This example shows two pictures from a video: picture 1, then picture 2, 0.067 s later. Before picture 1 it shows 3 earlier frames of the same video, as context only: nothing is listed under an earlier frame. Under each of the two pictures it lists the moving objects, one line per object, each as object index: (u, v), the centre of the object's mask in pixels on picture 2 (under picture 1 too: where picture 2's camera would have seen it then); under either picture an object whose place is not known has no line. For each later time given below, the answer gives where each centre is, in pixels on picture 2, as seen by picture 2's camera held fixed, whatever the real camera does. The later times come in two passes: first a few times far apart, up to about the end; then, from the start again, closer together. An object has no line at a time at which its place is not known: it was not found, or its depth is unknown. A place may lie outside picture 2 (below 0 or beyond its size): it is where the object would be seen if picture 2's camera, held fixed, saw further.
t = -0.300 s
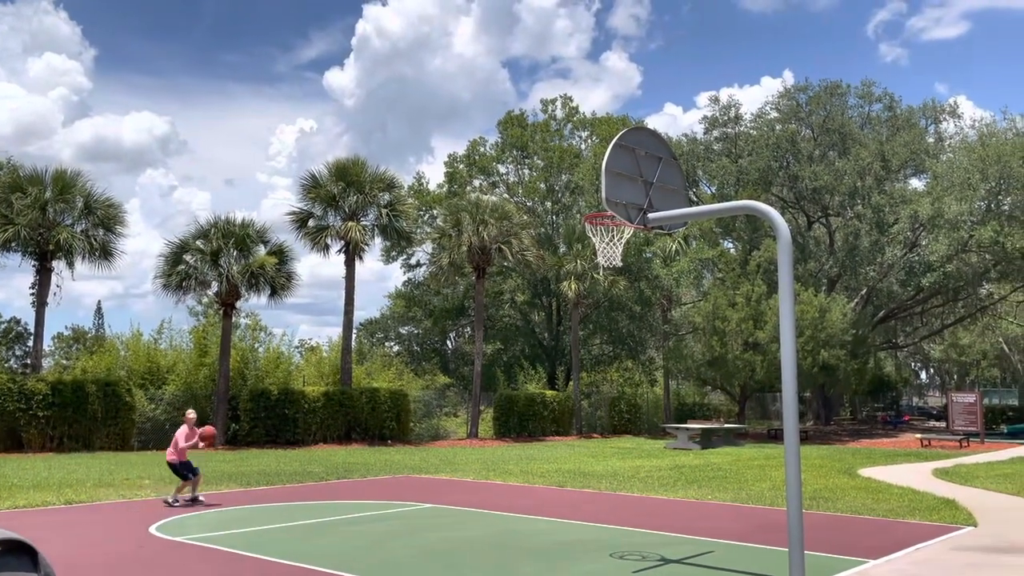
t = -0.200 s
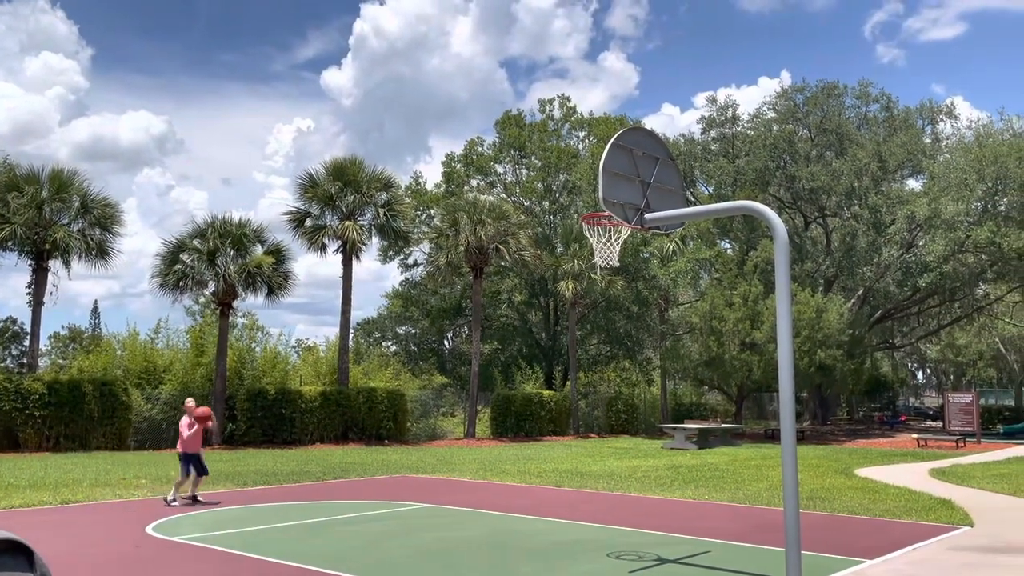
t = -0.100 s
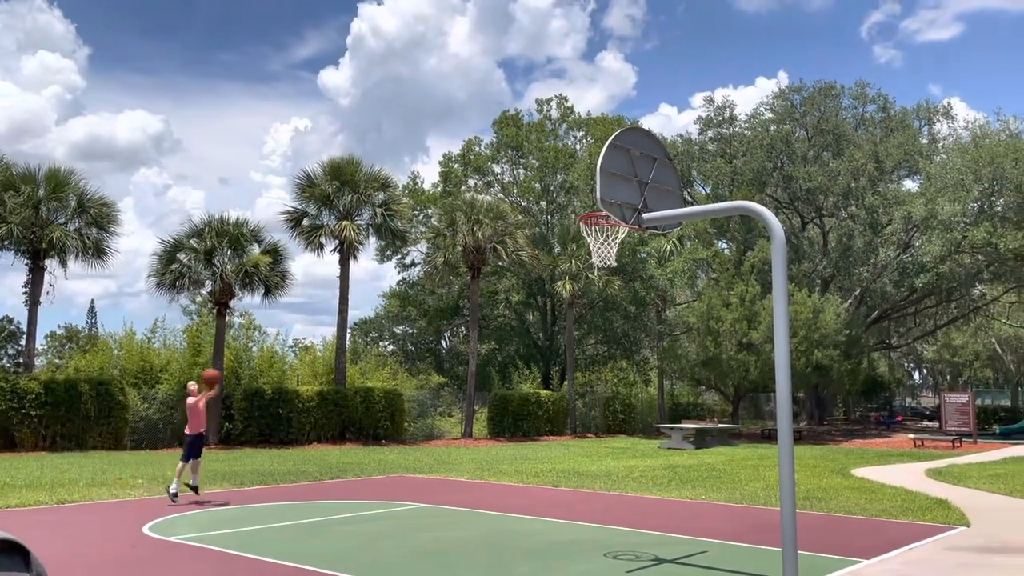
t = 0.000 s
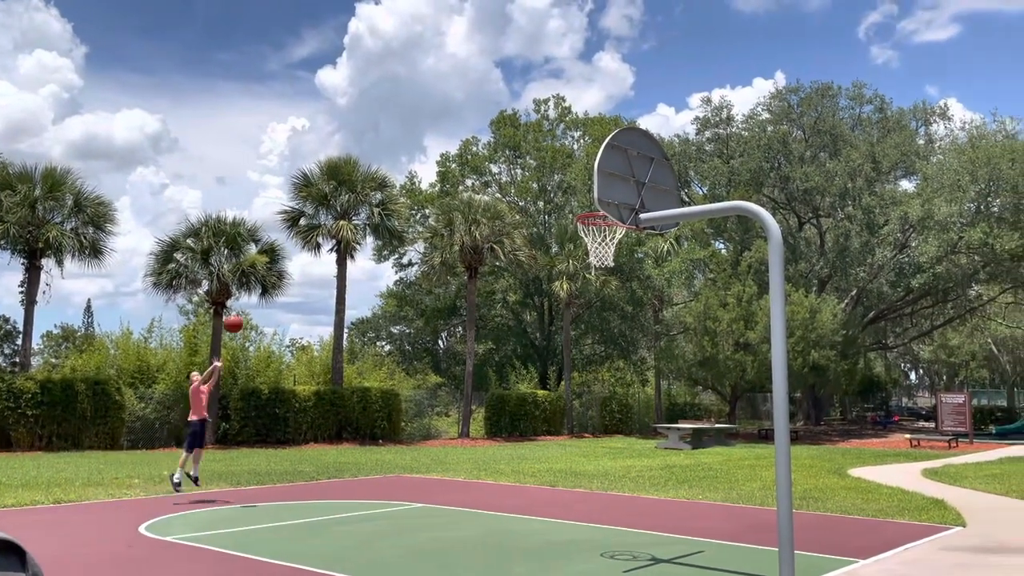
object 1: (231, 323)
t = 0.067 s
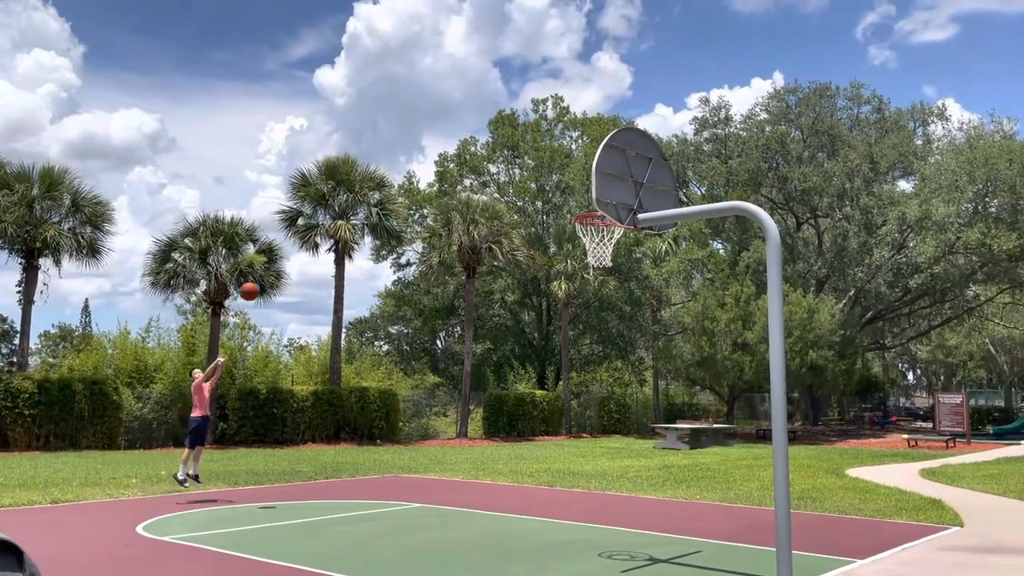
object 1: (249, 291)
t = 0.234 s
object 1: (295, 223)
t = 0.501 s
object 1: (375, 150)
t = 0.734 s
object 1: (452, 130)
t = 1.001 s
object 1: (555, 167)
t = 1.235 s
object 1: (580, 230)
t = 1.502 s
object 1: (603, 252)
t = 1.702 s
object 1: (611, 281)
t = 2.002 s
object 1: (625, 405)
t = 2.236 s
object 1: (638, 539)
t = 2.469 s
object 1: (647, 413)
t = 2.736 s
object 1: (659, 347)
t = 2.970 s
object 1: (670, 353)
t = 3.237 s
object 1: (683, 432)
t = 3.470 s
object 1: (696, 540)
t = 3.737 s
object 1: (701, 429)
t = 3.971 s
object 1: (707, 398)
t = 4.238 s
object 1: (722, 437)
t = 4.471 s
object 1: (733, 535)
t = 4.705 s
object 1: (742, 472)
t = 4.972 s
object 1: (753, 439)
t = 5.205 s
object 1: (762, 474)
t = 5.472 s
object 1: (770, 523)
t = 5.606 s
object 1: (776, 485)
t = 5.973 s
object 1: (799, 483)
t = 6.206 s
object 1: (803, 541)
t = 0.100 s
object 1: (258, 276)
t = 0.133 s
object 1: (267, 261)
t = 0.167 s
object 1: (276, 247)
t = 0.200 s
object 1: (286, 235)
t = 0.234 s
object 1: (295, 223)
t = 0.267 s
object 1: (305, 211)
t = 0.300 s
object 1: (314, 200)
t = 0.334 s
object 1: (325, 190)
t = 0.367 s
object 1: (333, 181)
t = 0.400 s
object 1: (344, 172)
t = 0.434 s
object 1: (354, 164)
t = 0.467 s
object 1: (365, 157)
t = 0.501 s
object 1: (375, 150)
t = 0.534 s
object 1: (385, 145)
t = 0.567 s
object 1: (396, 140)
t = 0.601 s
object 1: (407, 137)
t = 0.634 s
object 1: (417, 134)
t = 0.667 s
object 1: (429, 131)
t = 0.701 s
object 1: (440, 130)
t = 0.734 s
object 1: (452, 130)
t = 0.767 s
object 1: (464, 131)
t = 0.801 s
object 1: (476, 133)
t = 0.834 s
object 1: (488, 135)
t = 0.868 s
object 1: (501, 140)
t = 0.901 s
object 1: (514, 145)
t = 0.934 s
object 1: (527, 150)
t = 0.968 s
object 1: (541, 157)
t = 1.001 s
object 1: (555, 167)
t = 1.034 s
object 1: (568, 177)
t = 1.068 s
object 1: (581, 188)
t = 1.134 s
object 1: (606, 226)
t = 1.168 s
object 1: (592, 232)
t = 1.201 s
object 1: (582, 230)
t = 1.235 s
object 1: (580, 230)
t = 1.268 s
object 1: (583, 231)
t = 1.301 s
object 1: (586, 233)
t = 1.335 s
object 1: (588, 235)
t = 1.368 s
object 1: (592, 238)
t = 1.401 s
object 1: (595, 242)
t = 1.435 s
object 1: (597, 245)
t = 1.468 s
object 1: (601, 248)
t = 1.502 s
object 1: (603, 252)
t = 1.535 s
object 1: (604, 254)
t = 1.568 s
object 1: (605, 257)
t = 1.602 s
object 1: (606, 261)
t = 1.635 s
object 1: (609, 269)
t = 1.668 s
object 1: (610, 275)
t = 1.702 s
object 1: (611, 281)
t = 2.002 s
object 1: (625, 405)
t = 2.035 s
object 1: (626, 425)
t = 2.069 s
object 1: (628, 447)
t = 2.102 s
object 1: (630, 469)
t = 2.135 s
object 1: (633, 493)
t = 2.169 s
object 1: (634, 518)
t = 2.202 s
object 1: (636, 545)
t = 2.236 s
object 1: (638, 539)
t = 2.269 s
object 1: (639, 517)
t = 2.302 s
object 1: (641, 496)
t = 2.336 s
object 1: (642, 477)
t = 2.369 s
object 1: (644, 459)
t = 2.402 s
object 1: (644, 441)
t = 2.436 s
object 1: (645, 426)
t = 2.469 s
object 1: (647, 413)
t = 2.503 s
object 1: (648, 401)
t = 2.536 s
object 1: (649, 389)
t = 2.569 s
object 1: (651, 379)
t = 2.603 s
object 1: (653, 371)
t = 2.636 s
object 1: (654, 363)
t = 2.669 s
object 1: (655, 356)
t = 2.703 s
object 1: (658, 351)
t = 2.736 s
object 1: (659, 347)
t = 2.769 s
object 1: (660, 344)
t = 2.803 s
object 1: (661, 344)
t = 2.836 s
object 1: (663, 343)
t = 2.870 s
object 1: (664, 344)
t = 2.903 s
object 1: (666, 346)
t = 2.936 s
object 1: (668, 349)
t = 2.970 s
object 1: (670, 353)
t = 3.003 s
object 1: (672, 359)
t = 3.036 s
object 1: (674, 366)
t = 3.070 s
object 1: (675, 373)
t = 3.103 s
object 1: (677, 383)
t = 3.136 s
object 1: (678, 393)
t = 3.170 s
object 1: (680, 405)
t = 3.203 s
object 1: (681, 417)
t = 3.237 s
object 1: (683, 432)
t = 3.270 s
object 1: (686, 448)
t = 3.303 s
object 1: (688, 465)
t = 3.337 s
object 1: (689, 483)
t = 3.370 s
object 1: (691, 502)
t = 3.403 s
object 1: (693, 523)
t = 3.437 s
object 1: (694, 545)
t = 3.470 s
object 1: (696, 540)
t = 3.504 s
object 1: (697, 521)
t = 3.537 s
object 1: (698, 505)
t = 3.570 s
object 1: (699, 489)
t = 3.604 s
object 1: (699, 475)
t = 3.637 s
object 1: (700, 462)
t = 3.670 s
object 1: (702, 450)
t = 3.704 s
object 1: (701, 437)
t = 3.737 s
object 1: (701, 429)
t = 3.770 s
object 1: (702, 421)
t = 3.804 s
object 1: (702, 413)
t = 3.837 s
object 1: (704, 407)
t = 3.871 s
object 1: (704, 404)
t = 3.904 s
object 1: (706, 401)
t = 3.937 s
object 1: (706, 400)
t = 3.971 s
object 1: (707, 398)
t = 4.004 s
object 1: (709, 400)
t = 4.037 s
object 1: (710, 400)
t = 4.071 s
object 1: (711, 402)
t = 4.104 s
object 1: (713, 407)
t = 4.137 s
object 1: (714, 411)
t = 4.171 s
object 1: (716, 419)
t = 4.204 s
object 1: (719, 426)
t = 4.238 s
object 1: (722, 437)
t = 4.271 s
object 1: (724, 448)
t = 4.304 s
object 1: (726, 459)
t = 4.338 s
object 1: (727, 472)
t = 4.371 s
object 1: (729, 486)
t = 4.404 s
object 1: (731, 502)
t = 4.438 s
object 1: (732, 517)
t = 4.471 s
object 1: (733, 535)
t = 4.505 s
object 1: (734, 551)
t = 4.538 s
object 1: (735, 535)
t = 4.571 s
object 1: (737, 519)
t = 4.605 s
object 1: (738, 505)
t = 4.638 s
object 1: (739, 494)
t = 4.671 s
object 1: (741, 483)
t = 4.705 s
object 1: (742, 472)
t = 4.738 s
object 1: (743, 464)
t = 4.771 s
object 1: (744, 456)
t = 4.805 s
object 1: (745, 450)
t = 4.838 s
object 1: (747, 445)
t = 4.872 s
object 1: (748, 442)
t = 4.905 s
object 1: (749, 440)
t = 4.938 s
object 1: (751, 439)
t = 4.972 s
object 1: (753, 439)
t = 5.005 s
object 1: (754, 440)
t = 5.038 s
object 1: (755, 443)
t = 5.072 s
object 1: (756, 447)
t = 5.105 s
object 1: (758, 452)
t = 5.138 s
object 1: (760, 458)
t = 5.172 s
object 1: (761, 465)
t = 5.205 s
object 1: (762, 474)
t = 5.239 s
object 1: (764, 483)
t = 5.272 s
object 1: (765, 494)
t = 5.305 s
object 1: (766, 506)
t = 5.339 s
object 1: (768, 520)
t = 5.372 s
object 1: (769, 535)
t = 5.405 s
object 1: (770, 549)
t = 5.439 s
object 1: (770, 535)
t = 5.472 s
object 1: (770, 523)
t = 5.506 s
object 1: (770, 512)
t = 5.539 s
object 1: (770, 502)
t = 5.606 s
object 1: (776, 485)
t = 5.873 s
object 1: (799, 469)
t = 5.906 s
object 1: (799, 473)
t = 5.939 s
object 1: (799, 476)
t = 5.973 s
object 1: (799, 483)
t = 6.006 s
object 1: (800, 490)
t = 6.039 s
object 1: (799, 498)
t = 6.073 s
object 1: (799, 507)
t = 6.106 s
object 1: (800, 517)
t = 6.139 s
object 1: (801, 530)
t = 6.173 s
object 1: (803, 542)
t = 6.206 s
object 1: (803, 541)
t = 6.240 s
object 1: (802, 530)
